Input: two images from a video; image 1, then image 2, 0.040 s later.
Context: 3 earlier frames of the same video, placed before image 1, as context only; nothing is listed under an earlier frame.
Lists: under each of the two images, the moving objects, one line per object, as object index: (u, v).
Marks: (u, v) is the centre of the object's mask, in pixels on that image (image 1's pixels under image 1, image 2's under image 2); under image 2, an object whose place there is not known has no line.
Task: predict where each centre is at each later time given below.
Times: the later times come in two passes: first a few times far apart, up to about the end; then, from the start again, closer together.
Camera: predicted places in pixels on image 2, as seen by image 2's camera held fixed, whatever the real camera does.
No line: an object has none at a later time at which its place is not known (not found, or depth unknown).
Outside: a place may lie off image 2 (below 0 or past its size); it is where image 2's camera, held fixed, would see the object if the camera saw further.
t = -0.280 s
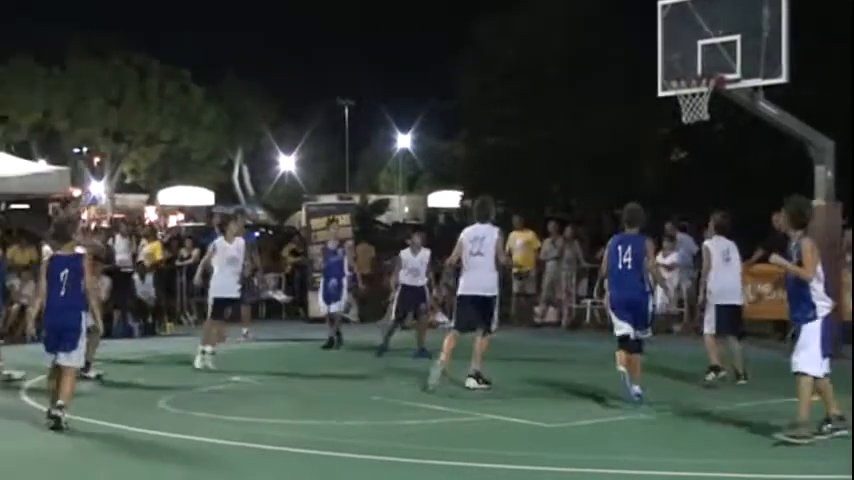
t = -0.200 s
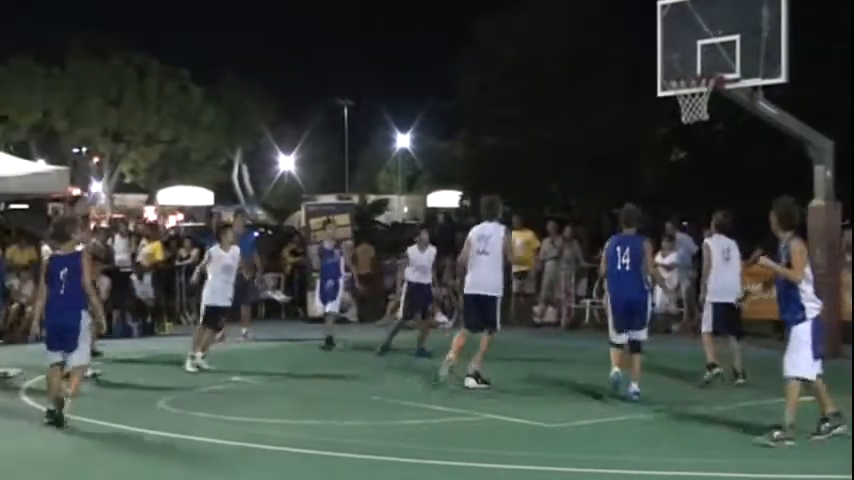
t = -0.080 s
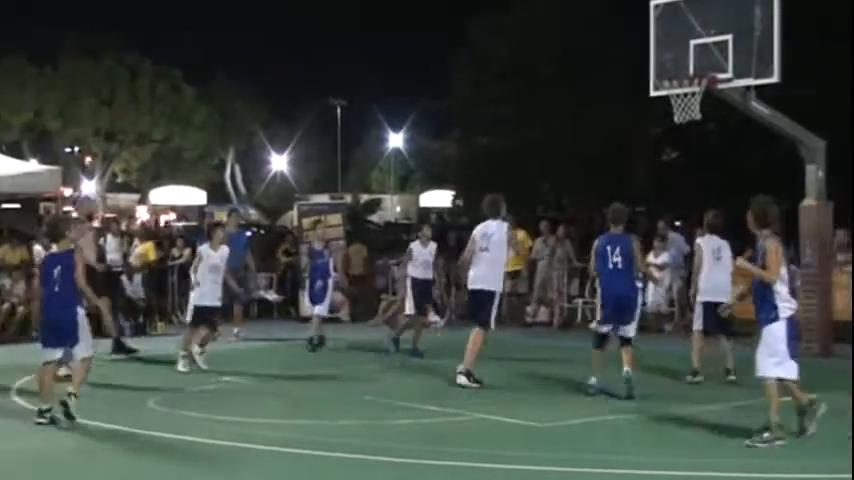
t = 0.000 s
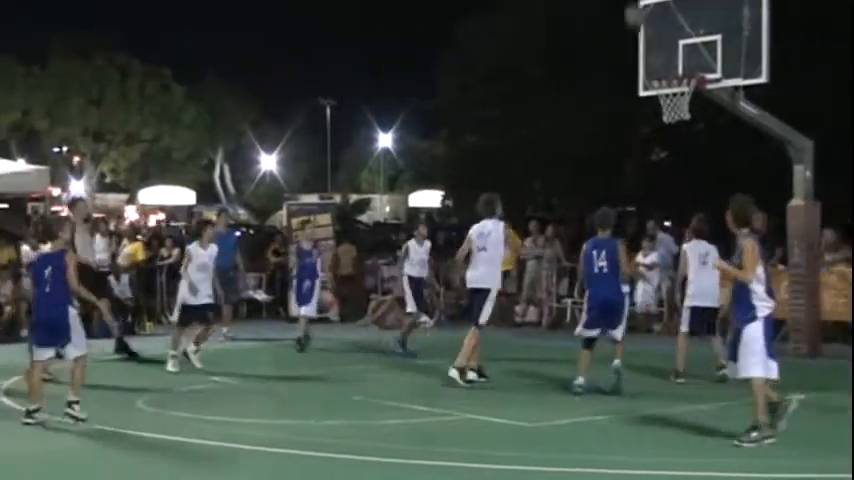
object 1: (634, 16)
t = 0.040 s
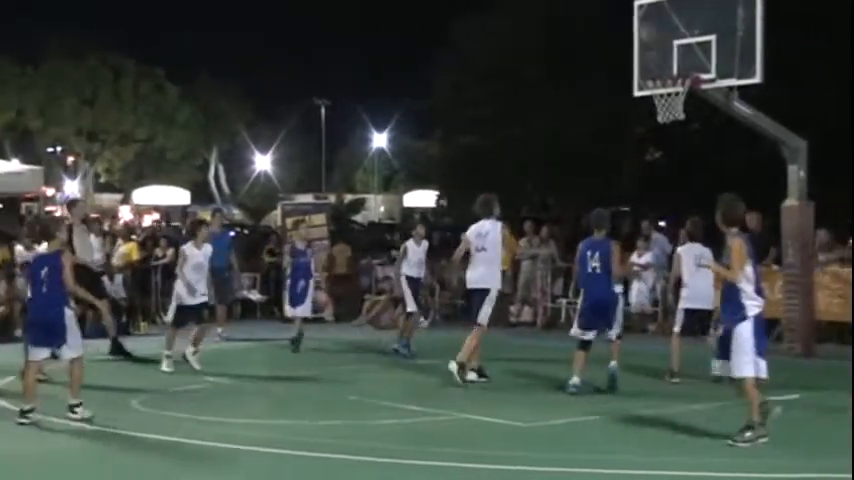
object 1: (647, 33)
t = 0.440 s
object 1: (626, 44)
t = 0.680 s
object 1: (593, 78)
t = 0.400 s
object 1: (632, 44)
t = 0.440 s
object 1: (626, 44)
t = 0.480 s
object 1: (621, 47)
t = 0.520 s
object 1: (615, 50)
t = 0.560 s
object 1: (610, 55)
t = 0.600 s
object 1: (605, 61)
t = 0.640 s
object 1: (599, 69)
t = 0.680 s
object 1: (593, 78)
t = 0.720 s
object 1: (588, 88)
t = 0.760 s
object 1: (582, 99)
